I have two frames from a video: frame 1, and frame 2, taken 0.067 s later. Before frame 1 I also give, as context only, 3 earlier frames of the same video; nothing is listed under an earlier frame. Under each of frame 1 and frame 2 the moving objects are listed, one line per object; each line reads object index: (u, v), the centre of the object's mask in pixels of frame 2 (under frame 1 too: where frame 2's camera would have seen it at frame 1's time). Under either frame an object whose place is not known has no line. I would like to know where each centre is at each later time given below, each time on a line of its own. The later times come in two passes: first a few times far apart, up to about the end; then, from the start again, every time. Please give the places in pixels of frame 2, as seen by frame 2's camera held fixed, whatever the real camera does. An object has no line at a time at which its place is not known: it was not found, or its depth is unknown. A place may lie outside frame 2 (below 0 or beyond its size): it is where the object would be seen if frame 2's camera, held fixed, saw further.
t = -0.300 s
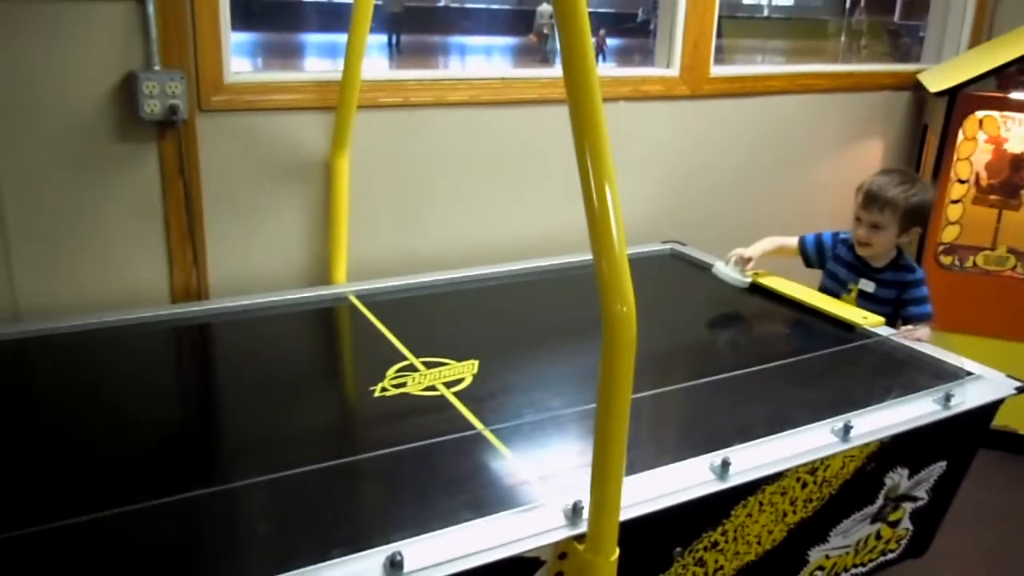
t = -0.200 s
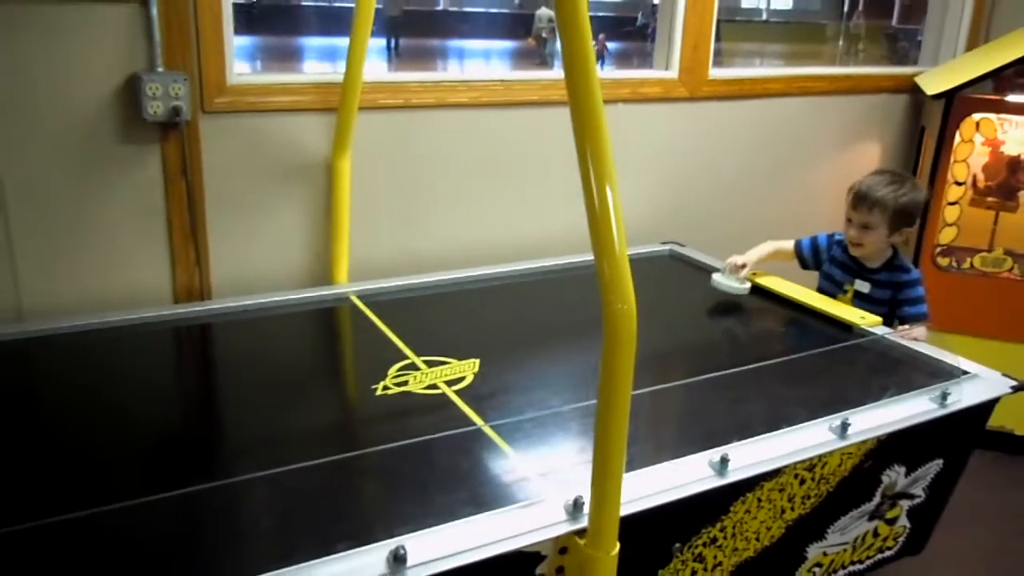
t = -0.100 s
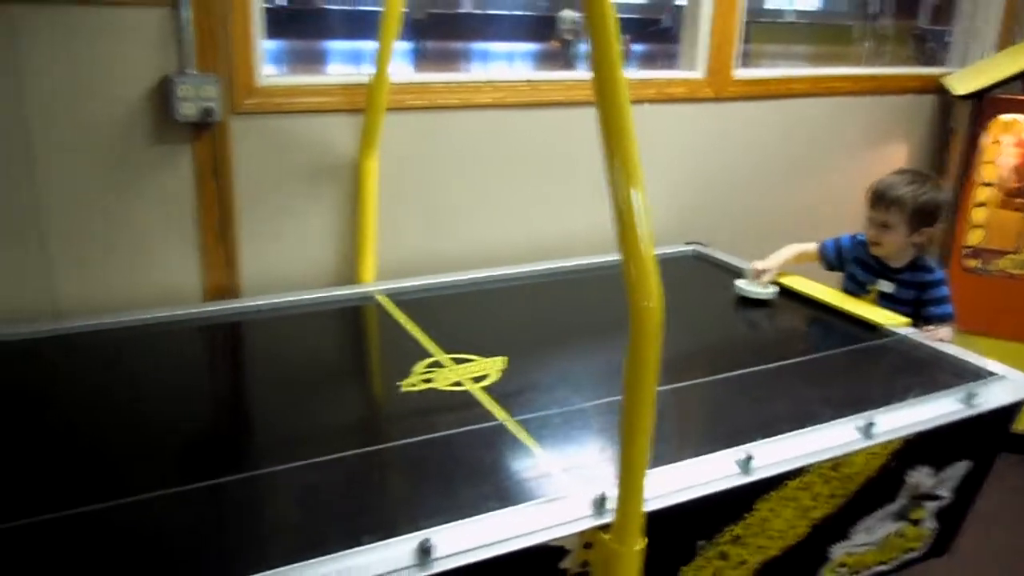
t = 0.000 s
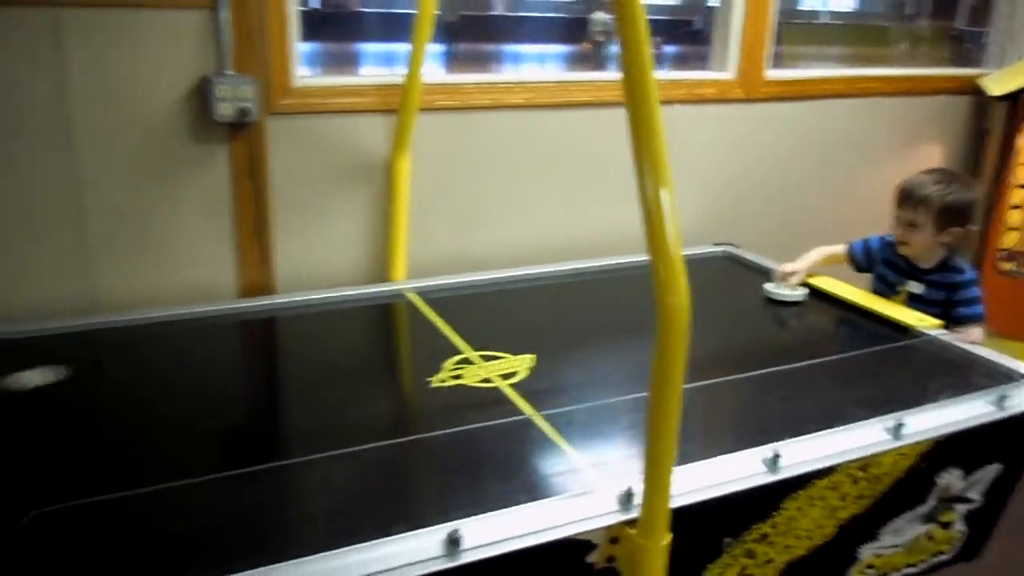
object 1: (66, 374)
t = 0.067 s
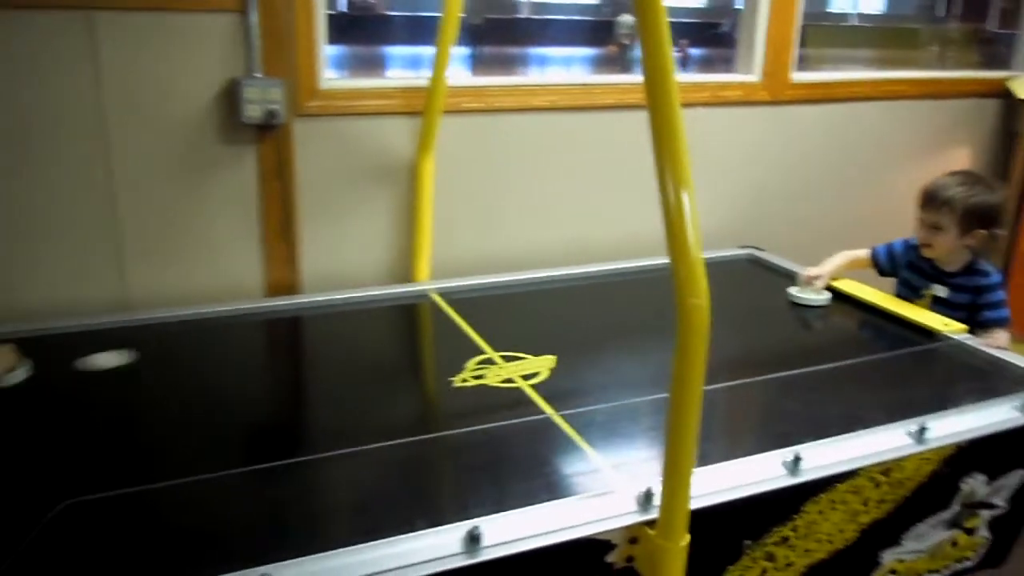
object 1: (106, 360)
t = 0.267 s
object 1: (214, 326)
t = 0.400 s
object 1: (275, 321)
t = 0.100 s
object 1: (126, 354)
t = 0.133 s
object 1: (144, 348)
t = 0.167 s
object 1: (163, 342)
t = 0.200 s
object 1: (181, 336)
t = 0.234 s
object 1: (198, 331)
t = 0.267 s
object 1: (214, 326)
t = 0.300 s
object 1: (230, 320)
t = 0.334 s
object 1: (246, 319)
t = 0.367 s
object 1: (260, 320)
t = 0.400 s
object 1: (275, 321)
